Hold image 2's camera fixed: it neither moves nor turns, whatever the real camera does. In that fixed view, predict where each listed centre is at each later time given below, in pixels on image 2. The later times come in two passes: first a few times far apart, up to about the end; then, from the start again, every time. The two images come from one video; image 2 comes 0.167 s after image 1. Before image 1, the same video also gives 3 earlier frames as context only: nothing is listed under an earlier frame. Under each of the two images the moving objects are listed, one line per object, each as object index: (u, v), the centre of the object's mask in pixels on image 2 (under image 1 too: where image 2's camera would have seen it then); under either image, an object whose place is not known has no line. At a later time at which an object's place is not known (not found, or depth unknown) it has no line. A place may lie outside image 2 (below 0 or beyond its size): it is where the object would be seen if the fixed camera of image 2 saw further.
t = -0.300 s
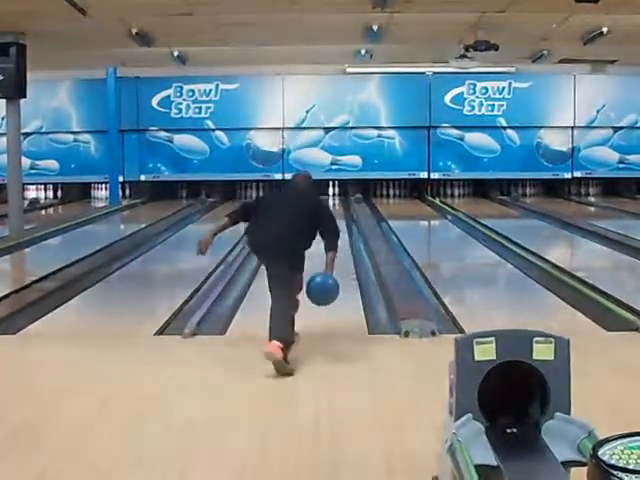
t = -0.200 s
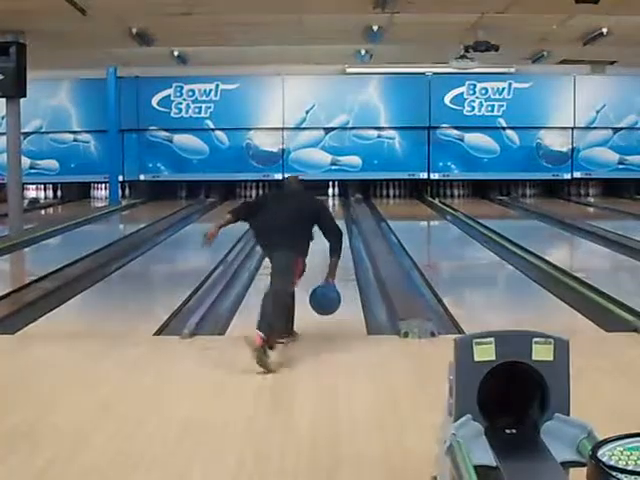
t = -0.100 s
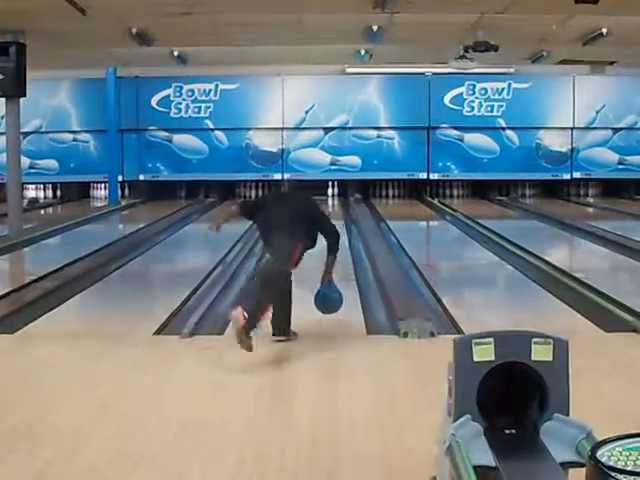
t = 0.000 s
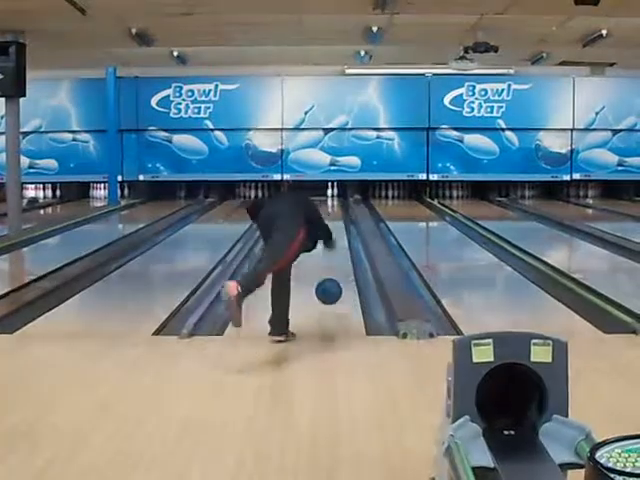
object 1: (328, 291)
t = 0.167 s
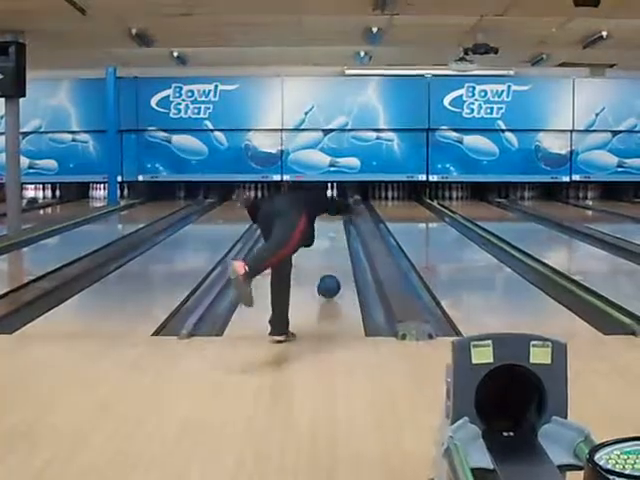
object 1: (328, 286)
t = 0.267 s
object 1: (329, 277)
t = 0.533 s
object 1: (330, 258)
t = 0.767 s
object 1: (331, 245)
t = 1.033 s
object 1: (331, 233)
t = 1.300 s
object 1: (332, 222)
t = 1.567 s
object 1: (332, 217)
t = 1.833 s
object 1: (332, 211)
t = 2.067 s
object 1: (332, 208)
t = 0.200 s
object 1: (329, 283)
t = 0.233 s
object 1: (329, 280)
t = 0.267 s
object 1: (329, 277)
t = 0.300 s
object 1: (329, 275)
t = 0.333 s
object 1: (329, 272)
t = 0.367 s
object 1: (330, 270)
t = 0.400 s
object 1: (329, 267)
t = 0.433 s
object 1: (330, 265)
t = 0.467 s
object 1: (330, 262)
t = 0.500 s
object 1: (330, 261)
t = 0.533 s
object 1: (330, 258)
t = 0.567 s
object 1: (330, 256)
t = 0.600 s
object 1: (330, 254)
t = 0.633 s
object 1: (330, 252)
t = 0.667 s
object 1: (330, 250)
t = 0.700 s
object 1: (331, 248)
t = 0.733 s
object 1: (331, 246)
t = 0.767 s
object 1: (331, 245)
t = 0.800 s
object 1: (331, 243)
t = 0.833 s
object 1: (331, 241)
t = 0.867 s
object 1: (331, 240)
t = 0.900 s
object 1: (331, 238)
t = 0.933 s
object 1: (331, 237)
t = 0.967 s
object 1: (331, 236)
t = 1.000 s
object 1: (331, 234)
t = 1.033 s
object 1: (331, 233)
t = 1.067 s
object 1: (331, 232)
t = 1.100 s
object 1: (331, 230)
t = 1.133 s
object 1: (331, 230)
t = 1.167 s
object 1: (331, 229)
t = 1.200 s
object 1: (331, 227)
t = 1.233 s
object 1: (332, 225)
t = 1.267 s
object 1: (332, 227)
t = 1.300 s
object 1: (332, 222)
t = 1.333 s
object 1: (331, 222)
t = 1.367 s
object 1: (331, 221)
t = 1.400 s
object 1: (331, 221)
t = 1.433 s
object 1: (331, 220)
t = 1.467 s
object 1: (331, 220)
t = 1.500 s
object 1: (331, 219)
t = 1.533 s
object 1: (331, 217)
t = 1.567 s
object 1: (332, 217)
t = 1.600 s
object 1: (332, 216)
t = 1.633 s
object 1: (332, 214)
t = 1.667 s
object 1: (332, 214)
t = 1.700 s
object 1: (332, 213)
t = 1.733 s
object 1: (332, 213)
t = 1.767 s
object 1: (332, 212)
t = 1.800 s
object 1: (332, 211)
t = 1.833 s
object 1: (332, 211)
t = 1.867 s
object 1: (332, 210)
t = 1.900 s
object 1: (332, 209)
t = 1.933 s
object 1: (332, 209)
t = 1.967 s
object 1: (332, 209)
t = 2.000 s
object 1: (332, 209)
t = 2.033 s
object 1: (332, 208)
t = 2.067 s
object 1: (332, 208)
